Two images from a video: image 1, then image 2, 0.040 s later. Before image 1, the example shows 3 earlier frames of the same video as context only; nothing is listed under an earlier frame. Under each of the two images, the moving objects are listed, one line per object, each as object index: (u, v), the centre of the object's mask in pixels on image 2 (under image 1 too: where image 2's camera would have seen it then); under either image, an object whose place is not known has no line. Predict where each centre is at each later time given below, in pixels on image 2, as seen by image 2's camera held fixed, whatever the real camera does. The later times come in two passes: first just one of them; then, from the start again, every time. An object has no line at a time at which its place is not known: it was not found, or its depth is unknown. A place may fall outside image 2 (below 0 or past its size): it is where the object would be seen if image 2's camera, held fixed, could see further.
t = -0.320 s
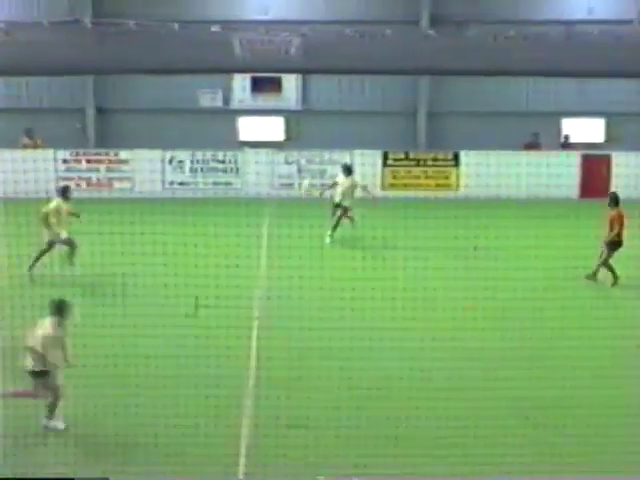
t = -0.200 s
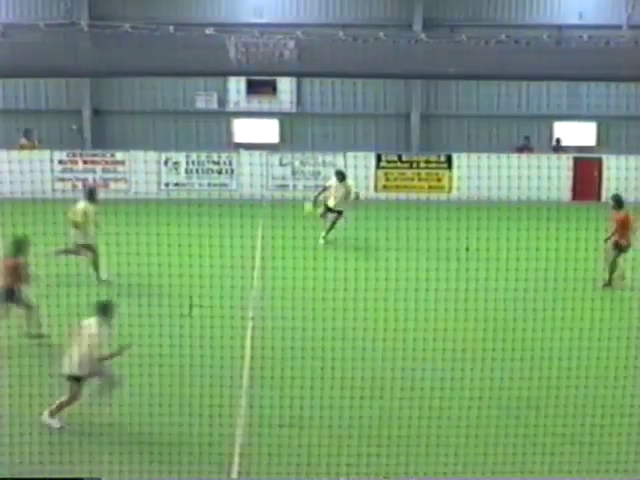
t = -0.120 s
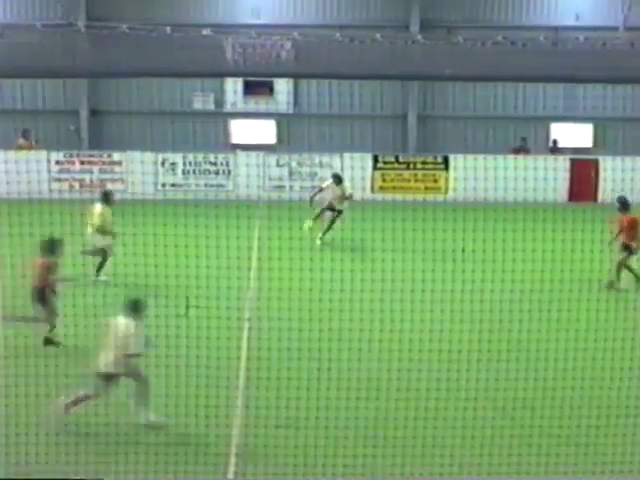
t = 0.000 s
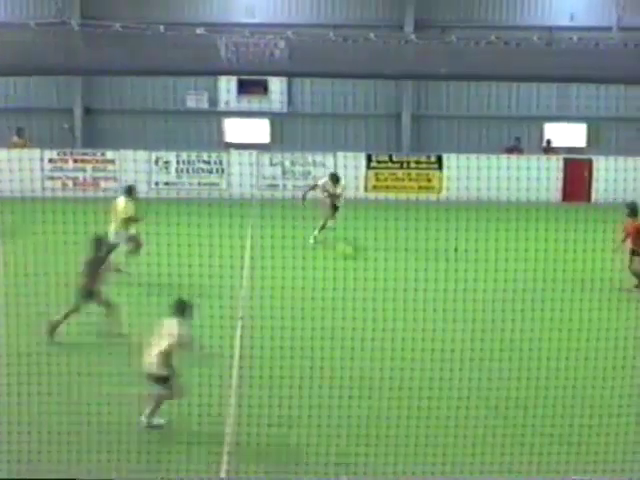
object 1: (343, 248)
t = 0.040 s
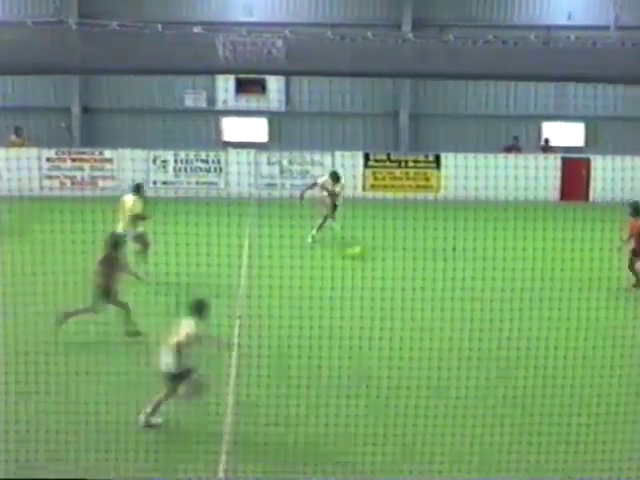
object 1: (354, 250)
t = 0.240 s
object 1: (422, 255)
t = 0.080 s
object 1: (369, 249)
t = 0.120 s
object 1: (381, 251)
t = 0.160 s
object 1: (396, 252)
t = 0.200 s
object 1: (409, 254)
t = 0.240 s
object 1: (422, 255)
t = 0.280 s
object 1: (438, 262)
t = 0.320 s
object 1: (452, 266)
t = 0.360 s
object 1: (466, 275)
